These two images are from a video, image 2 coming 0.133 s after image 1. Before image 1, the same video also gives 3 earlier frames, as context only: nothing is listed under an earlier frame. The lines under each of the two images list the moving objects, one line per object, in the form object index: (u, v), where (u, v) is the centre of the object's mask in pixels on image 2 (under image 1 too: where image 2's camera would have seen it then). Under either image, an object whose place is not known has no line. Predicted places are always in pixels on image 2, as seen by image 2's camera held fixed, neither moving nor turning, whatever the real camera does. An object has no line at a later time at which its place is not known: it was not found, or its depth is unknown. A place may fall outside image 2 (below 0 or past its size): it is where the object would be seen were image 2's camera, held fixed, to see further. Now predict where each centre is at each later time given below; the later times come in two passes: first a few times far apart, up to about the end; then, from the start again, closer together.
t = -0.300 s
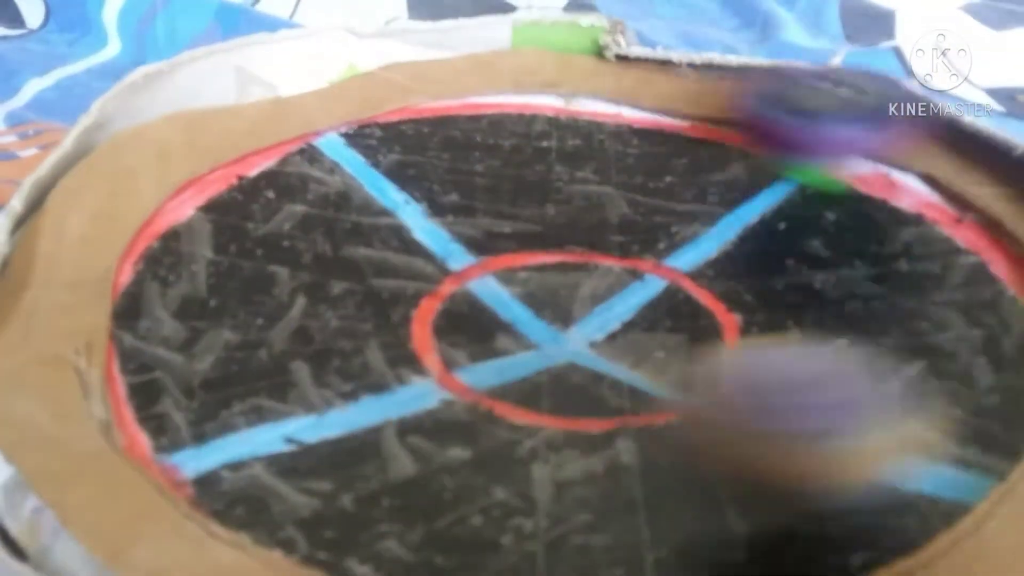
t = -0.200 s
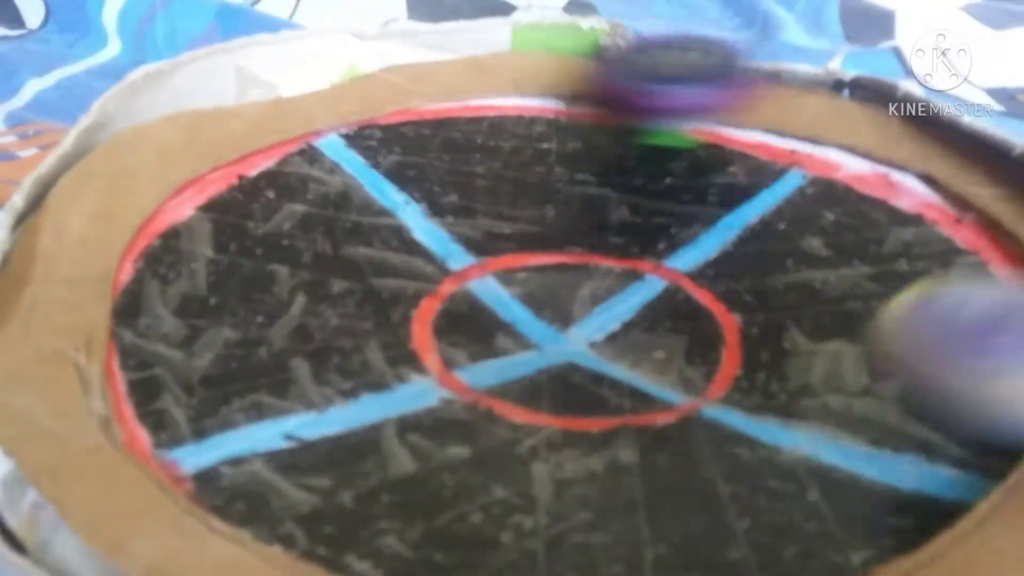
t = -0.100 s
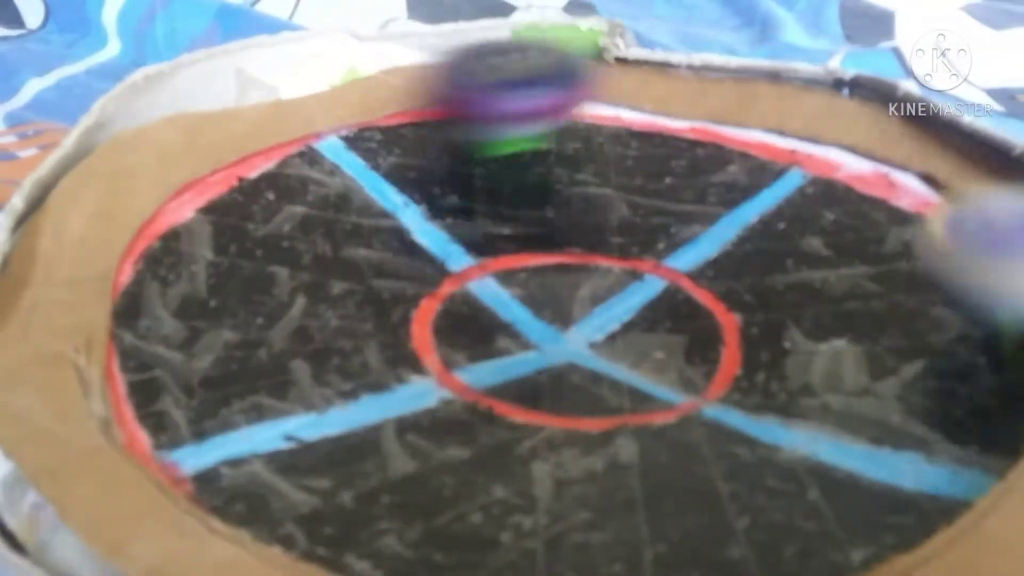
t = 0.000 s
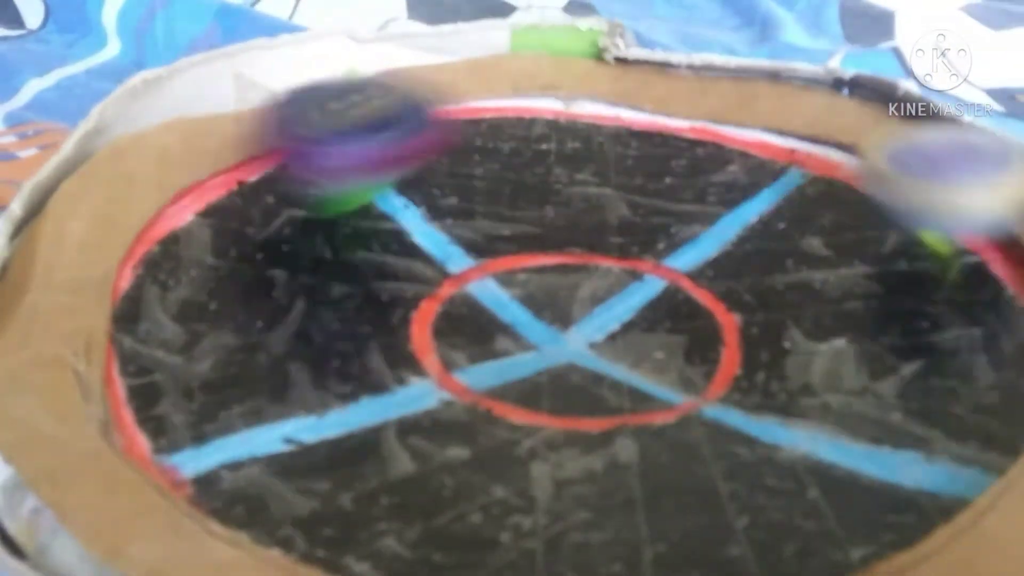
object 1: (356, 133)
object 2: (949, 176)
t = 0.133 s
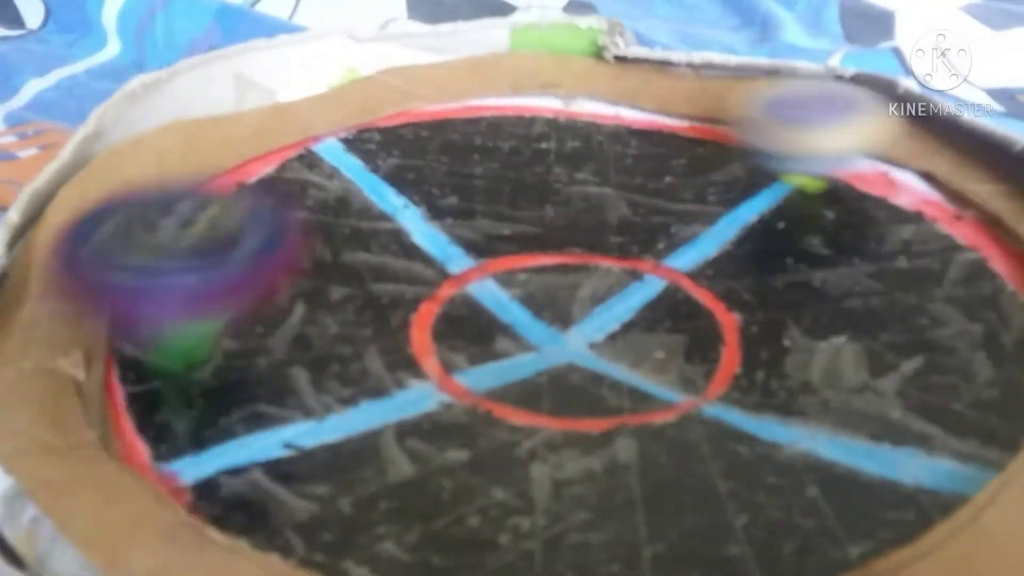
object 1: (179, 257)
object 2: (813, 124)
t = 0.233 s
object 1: (149, 377)
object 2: (698, 110)
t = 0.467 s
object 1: (614, 475)
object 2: (364, 183)
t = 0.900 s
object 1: (715, 138)
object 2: (753, 491)
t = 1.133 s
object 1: (410, 134)
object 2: (945, 298)
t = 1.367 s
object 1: (273, 295)
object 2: (712, 146)
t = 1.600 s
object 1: (655, 377)
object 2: (383, 156)
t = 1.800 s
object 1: (843, 222)
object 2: (223, 300)
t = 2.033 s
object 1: (644, 106)
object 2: (472, 408)
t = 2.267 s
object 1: (436, 157)
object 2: (859, 310)
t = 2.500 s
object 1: (500, 343)
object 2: (704, 140)
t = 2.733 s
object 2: (512, 130)
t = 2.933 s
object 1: (783, 158)
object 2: (406, 223)
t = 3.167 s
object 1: (589, 146)
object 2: (670, 354)
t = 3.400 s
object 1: (432, 285)
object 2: (814, 200)
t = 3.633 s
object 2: (675, 144)
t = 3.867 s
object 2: (567, 169)
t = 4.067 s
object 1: (600, 194)
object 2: (382, 263)
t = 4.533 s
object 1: (583, 239)
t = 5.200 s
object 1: (527, 227)
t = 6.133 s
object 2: (595, 235)
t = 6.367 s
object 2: (583, 267)
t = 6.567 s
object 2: (585, 268)
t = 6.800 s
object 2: (598, 276)
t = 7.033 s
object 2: (667, 269)
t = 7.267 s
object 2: (756, 258)
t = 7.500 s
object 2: (767, 258)
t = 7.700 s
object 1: (563, 247)
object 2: (814, 269)
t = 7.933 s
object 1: (559, 234)
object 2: (782, 286)
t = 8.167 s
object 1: (507, 218)
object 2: (728, 333)
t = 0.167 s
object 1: (155, 297)
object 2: (776, 117)
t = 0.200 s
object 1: (141, 341)
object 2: (736, 113)
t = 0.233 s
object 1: (149, 377)
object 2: (698, 110)
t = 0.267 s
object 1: (180, 401)
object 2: (656, 110)
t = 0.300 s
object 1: (235, 425)
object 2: (609, 113)
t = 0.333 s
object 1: (304, 443)
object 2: (561, 120)
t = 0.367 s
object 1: (362, 462)
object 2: (513, 129)
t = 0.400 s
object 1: (448, 474)
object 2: (462, 147)
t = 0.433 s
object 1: (538, 476)
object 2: (421, 161)
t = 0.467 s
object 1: (614, 475)
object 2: (364, 183)
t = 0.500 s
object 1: (684, 472)
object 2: (317, 213)
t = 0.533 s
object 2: (281, 247)
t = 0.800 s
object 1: (841, 199)
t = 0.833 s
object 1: (804, 176)
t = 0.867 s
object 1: (760, 154)
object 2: (684, 496)
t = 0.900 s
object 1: (715, 138)
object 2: (753, 491)
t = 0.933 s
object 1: (670, 125)
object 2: (813, 476)
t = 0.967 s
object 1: (625, 116)
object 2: (870, 456)
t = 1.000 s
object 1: (579, 112)
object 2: (907, 424)
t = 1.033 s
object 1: (533, 112)
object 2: (928, 393)
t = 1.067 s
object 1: (490, 116)
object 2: (944, 366)
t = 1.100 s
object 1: (445, 126)
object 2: (949, 342)
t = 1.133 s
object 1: (410, 134)
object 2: (945, 298)
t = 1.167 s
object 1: (373, 149)
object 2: (936, 269)
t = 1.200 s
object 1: (341, 166)
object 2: (913, 242)
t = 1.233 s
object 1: (312, 187)
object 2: (884, 214)
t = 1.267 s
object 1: (289, 214)
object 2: (844, 191)
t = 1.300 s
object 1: (277, 243)
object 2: (800, 171)
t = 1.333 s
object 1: (272, 270)
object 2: (756, 155)
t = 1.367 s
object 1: (273, 295)
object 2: (712, 146)
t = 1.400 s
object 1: (290, 325)
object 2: (664, 131)
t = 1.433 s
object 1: (318, 343)
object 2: (619, 124)
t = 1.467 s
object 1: (366, 357)
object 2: (571, 126)
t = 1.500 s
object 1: (425, 370)
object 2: (522, 124)
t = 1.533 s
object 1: (501, 380)
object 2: (475, 133)
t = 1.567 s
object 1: (578, 382)
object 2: (431, 139)
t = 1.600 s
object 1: (655, 377)
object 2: (383, 156)
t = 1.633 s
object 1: (739, 363)
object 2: (342, 171)
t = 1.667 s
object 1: (790, 342)
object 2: (302, 192)
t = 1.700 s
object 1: (836, 315)
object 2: (269, 218)
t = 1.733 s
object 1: (854, 279)
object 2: (247, 246)
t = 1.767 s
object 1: (857, 251)
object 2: (232, 272)
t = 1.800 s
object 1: (843, 222)
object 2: (223, 300)
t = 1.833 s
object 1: (821, 192)
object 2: (223, 327)
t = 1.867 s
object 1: (798, 170)
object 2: (236, 353)
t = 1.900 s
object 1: (769, 149)
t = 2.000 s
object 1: (676, 112)
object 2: (404, 402)
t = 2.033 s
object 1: (644, 106)
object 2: (472, 408)
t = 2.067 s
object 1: (615, 103)
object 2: (541, 412)
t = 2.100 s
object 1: (581, 105)
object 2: (616, 411)
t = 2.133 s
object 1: (549, 109)
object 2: (679, 403)
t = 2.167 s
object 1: (517, 117)
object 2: (749, 386)
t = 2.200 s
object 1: (489, 126)
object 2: (805, 366)
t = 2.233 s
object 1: (458, 143)
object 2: (846, 342)
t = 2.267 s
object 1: (436, 157)
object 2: (859, 310)
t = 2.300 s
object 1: (411, 179)
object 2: (861, 273)
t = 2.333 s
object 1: (393, 202)
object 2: (852, 249)
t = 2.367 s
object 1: (384, 228)
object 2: (831, 218)
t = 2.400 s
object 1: (384, 262)
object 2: (805, 195)
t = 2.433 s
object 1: (402, 293)
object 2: (774, 173)
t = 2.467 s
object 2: (735, 151)
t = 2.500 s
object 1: (500, 343)
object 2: (704, 140)
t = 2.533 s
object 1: (566, 355)
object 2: (674, 128)
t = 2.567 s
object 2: (641, 121)
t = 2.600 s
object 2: (614, 116)
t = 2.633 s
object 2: (589, 116)
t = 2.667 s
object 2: (562, 119)
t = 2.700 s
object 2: (536, 125)
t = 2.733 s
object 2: (512, 130)
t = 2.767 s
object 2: (488, 141)
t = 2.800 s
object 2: (464, 153)
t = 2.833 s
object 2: (450, 162)
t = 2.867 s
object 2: (432, 178)
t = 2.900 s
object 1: (810, 170)
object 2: (417, 196)
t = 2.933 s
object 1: (783, 158)
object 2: (406, 223)
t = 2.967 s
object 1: (757, 153)
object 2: (401, 249)
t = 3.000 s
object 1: (728, 143)
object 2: (406, 275)
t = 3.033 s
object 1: (703, 141)
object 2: (429, 304)
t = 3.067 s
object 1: (671, 139)
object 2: (469, 330)
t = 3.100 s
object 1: (643, 133)
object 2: (530, 349)
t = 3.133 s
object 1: (619, 136)
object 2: (598, 355)
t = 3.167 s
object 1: (589, 146)
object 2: (670, 354)
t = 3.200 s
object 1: (555, 157)
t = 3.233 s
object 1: (522, 165)
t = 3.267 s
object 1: (493, 178)
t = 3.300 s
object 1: (463, 204)
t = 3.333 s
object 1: (441, 227)
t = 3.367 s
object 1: (428, 257)
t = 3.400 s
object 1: (432, 285)
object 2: (814, 200)
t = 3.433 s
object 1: (452, 310)
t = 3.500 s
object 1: (554, 348)
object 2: (753, 161)
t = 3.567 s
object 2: (712, 148)
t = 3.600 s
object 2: (693, 145)
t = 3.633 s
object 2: (675, 144)
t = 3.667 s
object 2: (657, 142)
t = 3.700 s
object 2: (642, 143)
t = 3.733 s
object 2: (630, 145)
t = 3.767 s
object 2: (617, 150)
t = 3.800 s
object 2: (602, 157)
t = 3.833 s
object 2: (585, 162)
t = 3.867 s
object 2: (567, 169)
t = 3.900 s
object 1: (729, 211)
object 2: (542, 176)
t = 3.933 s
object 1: (715, 201)
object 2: (500, 182)
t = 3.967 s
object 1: (688, 198)
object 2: (465, 191)
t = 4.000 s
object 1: (656, 191)
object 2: (426, 211)
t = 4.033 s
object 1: (629, 193)
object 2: (399, 235)
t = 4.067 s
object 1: (600, 194)
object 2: (382, 263)
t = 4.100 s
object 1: (572, 201)
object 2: (380, 290)
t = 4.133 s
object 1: (544, 211)
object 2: (390, 312)
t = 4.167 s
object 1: (527, 223)
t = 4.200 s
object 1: (514, 233)
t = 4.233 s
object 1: (529, 245)
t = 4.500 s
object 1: (597, 238)
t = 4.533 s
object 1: (583, 239)
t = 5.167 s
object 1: (555, 238)
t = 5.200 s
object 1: (527, 227)
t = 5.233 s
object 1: (504, 221)
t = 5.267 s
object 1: (484, 223)
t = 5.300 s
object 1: (468, 229)
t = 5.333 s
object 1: (454, 235)
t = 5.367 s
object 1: (444, 243)
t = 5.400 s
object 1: (440, 251)
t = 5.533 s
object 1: (443, 279)
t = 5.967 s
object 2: (550, 242)
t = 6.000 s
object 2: (580, 235)
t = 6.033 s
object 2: (599, 233)
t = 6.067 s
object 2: (603, 233)
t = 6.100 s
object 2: (599, 234)
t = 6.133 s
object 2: (595, 235)
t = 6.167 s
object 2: (592, 238)
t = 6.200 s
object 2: (588, 240)
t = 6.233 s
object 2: (586, 245)
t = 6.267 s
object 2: (582, 252)
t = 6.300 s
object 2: (580, 260)
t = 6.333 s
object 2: (580, 266)
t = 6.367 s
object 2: (583, 267)
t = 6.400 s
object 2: (584, 267)
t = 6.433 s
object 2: (585, 267)
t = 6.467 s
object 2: (585, 267)
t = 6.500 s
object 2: (585, 267)
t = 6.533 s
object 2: (585, 268)
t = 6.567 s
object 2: (585, 268)
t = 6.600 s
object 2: (585, 269)
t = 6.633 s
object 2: (585, 270)
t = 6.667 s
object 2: (587, 272)
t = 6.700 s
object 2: (587, 273)
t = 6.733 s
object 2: (587, 274)
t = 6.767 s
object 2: (589, 276)
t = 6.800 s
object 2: (598, 276)
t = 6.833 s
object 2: (631, 270)
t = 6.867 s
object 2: (657, 263)
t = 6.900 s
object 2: (665, 263)
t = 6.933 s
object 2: (668, 266)
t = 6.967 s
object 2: (668, 268)
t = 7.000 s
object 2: (668, 268)
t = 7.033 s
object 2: (667, 269)
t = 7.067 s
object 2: (666, 271)
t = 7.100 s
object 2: (667, 274)
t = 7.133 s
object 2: (700, 274)
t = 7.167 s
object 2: (731, 269)
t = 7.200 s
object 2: (745, 266)
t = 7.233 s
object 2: (753, 262)
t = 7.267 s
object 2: (756, 258)
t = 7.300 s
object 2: (756, 256)
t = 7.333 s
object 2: (754, 255)
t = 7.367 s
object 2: (746, 258)
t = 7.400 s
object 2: (740, 259)
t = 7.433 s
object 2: (734, 261)
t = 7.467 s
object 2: (745, 261)
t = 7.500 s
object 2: (767, 258)
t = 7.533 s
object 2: (775, 259)
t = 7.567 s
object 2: (777, 259)
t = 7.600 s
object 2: (777, 260)
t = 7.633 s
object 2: (779, 262)
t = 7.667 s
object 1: (561, 254)
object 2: (804, 265)
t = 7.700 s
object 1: (563, 247)
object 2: (814, 269)
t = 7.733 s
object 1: (561, 240)
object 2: (817, 272)
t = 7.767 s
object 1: (558, 234)
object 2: (817, 274)
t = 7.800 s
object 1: (558, 231)
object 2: (812, 273)
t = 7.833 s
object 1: (559, 228)
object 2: (807, 276)
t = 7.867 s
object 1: (559, 229)
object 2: (800, 278)
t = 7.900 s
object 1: (558, 230)
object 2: (794, 281)
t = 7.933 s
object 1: (559, 234)
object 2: (782, 286)
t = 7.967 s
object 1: (559, 236)
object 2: (769, 290)
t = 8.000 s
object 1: (560, 239)
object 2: (755, 294)
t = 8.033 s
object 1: (539, 228)
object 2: (761, 308)
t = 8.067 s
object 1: (524, 218)
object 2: (758, 320)
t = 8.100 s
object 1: (517, 216)
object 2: (745, 330)
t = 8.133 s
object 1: (513, 216)
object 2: (732, 334)
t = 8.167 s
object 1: (507, 218)
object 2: (728, 333)
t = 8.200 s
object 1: (507, 221)
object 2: (729, 333)
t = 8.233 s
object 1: (509, 223)
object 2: (719, 329)
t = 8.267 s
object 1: (516, 224)
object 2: (703, 325)
